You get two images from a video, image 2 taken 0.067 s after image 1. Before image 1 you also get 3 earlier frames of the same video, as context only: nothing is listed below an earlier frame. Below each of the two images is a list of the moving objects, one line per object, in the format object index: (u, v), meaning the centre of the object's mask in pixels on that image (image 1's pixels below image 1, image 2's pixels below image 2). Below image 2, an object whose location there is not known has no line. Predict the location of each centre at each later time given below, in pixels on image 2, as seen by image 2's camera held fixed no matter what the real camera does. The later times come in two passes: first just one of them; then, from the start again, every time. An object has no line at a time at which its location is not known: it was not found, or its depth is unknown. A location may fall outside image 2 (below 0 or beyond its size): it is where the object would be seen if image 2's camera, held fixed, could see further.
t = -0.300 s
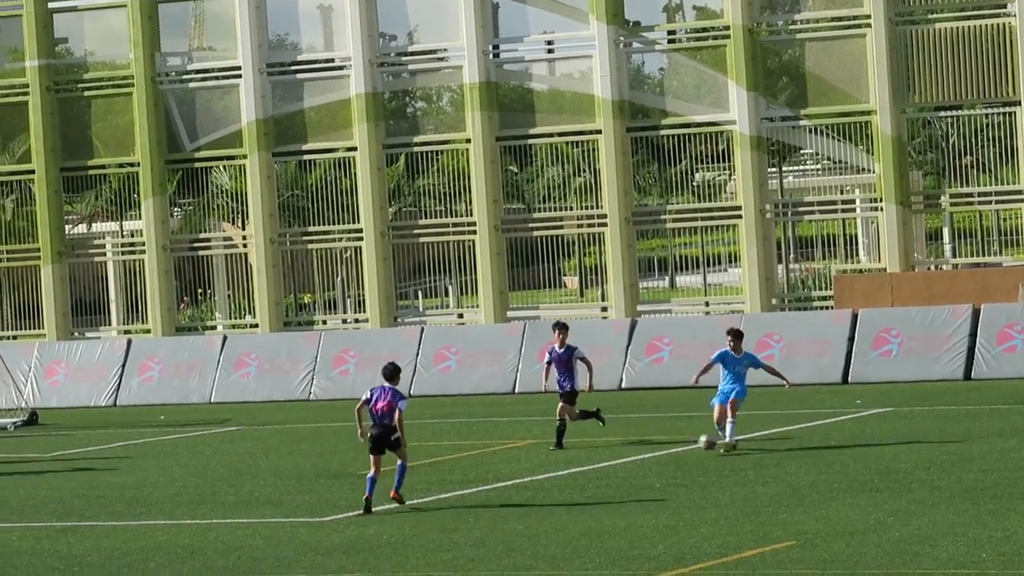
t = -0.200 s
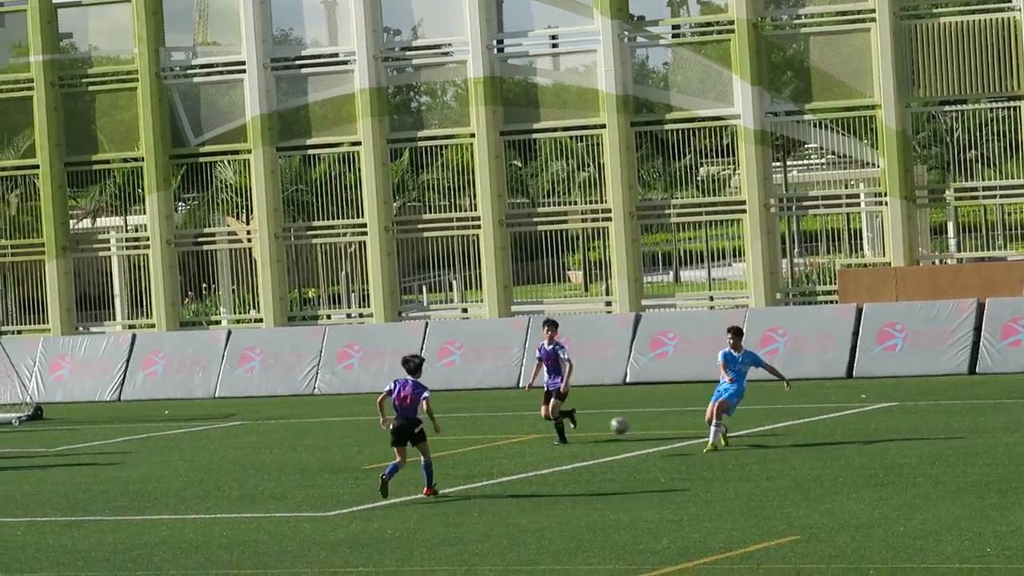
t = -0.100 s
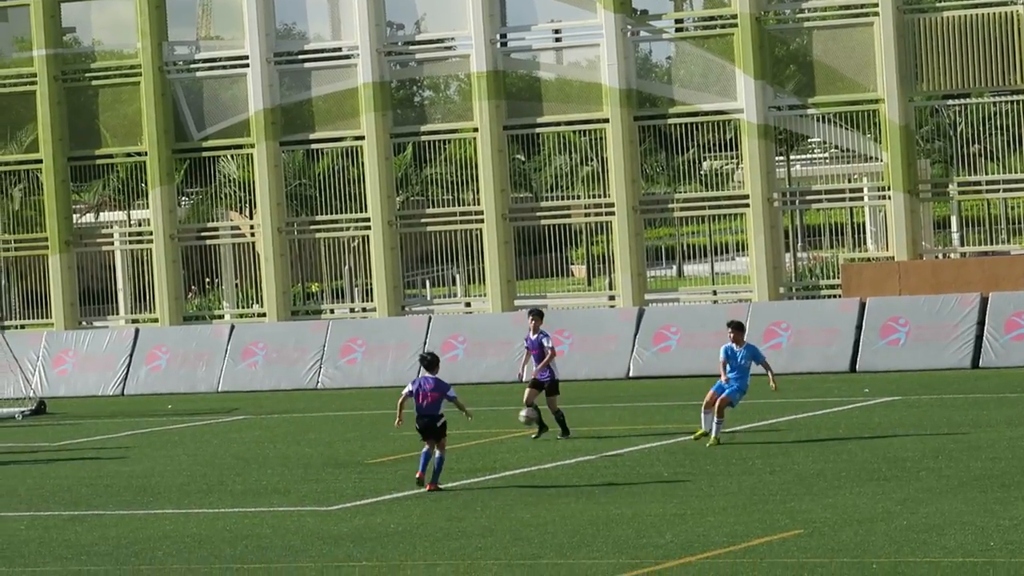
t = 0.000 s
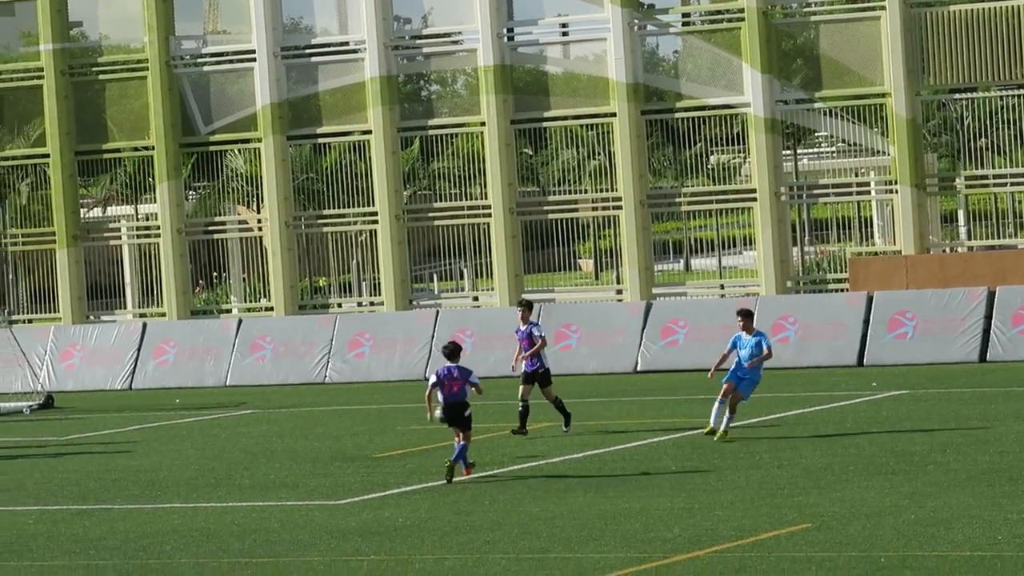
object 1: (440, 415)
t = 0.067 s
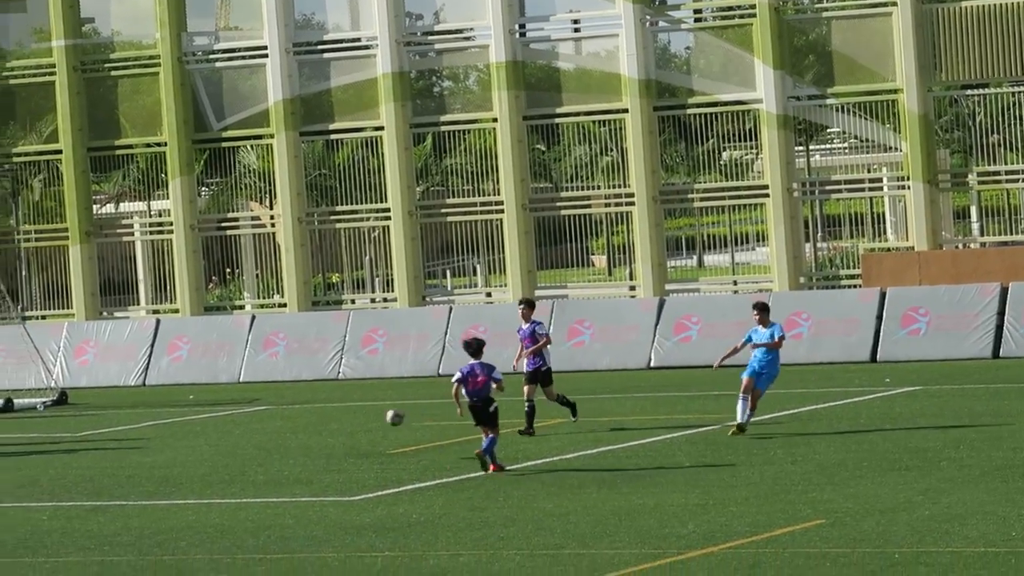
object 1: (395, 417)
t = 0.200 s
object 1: (270, 435)
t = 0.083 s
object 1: (379, 418)
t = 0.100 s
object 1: (363, 420)
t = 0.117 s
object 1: (348, 421)
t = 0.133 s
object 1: (332, 422)
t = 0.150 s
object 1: (317, 425)
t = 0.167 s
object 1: (302, 428)
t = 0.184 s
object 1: (286, 432)
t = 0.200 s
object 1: (270, 435)
